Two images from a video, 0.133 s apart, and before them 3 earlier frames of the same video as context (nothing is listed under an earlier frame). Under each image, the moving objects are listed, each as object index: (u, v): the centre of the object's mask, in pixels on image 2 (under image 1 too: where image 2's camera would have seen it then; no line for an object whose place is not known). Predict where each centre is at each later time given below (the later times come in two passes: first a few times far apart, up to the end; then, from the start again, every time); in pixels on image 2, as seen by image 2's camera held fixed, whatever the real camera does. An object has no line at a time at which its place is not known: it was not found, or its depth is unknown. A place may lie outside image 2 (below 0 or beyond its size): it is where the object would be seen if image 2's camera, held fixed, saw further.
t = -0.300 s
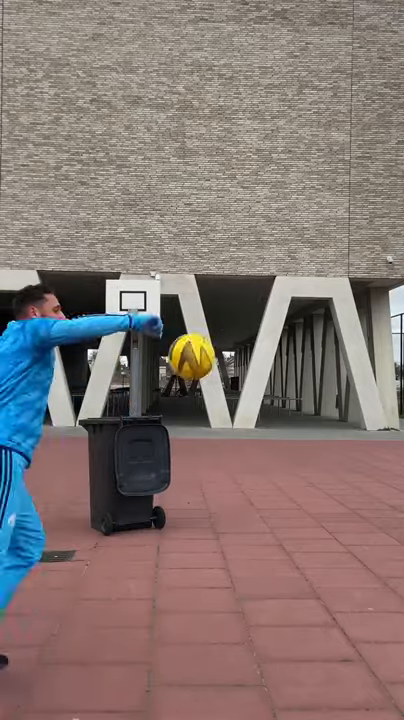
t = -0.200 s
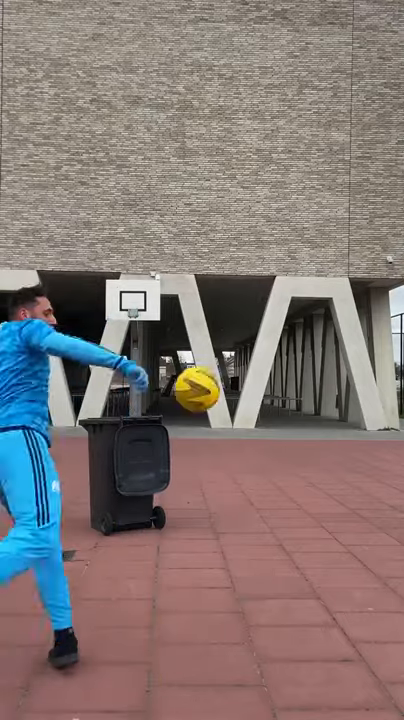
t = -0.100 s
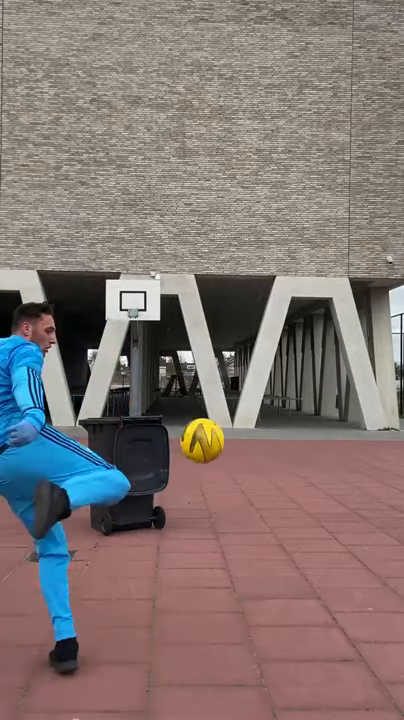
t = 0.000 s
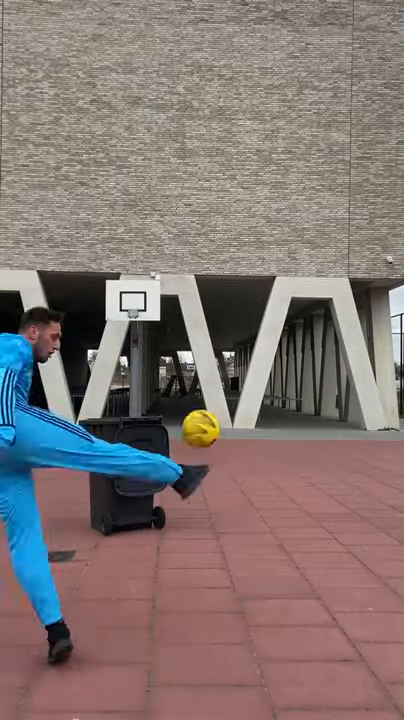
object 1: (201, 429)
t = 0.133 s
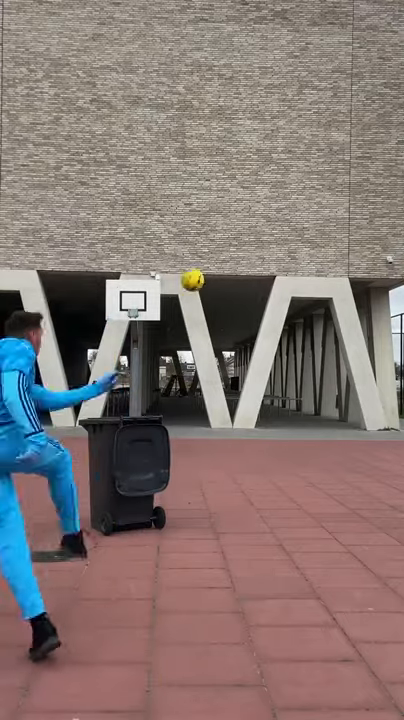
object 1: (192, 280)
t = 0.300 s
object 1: (188, 215)
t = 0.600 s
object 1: (185, 181)
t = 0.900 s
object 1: (183, 186)
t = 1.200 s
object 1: (183, 162)
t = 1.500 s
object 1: (182, 150)
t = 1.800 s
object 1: (173, 177)
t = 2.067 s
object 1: (155, 274)
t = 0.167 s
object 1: (191, 261)
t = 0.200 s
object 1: (190, 245)
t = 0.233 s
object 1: (189, 234)
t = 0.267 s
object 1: (189, 223)
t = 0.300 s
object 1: (188, 215)
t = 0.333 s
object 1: (188, 207)
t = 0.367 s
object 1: (188, 201)
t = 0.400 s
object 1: (187, 196)
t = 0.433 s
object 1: (186, 192)
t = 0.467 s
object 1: (186, 189)
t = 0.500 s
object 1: (186, 186)
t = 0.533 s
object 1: (185, 184)
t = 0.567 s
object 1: (186, 182)
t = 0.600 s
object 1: (185, 181)
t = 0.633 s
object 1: (185, 180)
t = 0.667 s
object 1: (185, 180)
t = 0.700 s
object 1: (185, 180)
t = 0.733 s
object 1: (184, 180)
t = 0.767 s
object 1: (185, 181)
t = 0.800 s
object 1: (185, 181)
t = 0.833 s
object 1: (184, 182)
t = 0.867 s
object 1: (184, 184)
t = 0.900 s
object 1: (183, 186)
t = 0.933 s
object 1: (183, 187)
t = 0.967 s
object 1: (183, 187)
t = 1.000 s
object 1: (183, 184)
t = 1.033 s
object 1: (183, 180)
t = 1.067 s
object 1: (183, 176)
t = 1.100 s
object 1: (182, 172)
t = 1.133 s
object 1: (183, 169)
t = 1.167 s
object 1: (183, 166)
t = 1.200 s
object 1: (183, 162)
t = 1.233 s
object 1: (183, 160)
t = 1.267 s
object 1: (182, 158)
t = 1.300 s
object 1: (182, 155)
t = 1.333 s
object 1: (182, 153)
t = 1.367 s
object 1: (182, 152)
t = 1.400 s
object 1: (182, 151)
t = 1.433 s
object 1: (182, 150)
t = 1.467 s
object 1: (182, 150)
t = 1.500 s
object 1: (182, 150)
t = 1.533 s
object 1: (181, 150)
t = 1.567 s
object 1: (181, 150)
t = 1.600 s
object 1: (180, 152)
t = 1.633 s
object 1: (179, 155)
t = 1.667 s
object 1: (178, 157)
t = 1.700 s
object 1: (177, 161)
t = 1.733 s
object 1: (176, 165)
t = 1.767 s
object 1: (174, 170)
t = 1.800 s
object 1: (173, 177)
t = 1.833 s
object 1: (171, 184)
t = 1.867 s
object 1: (169, 192)
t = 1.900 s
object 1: (167, 202)
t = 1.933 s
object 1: (166, 213)
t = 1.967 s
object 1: (163, 225)
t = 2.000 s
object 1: (161, 240)
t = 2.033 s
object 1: (158, 256)
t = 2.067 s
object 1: (155, 274)
